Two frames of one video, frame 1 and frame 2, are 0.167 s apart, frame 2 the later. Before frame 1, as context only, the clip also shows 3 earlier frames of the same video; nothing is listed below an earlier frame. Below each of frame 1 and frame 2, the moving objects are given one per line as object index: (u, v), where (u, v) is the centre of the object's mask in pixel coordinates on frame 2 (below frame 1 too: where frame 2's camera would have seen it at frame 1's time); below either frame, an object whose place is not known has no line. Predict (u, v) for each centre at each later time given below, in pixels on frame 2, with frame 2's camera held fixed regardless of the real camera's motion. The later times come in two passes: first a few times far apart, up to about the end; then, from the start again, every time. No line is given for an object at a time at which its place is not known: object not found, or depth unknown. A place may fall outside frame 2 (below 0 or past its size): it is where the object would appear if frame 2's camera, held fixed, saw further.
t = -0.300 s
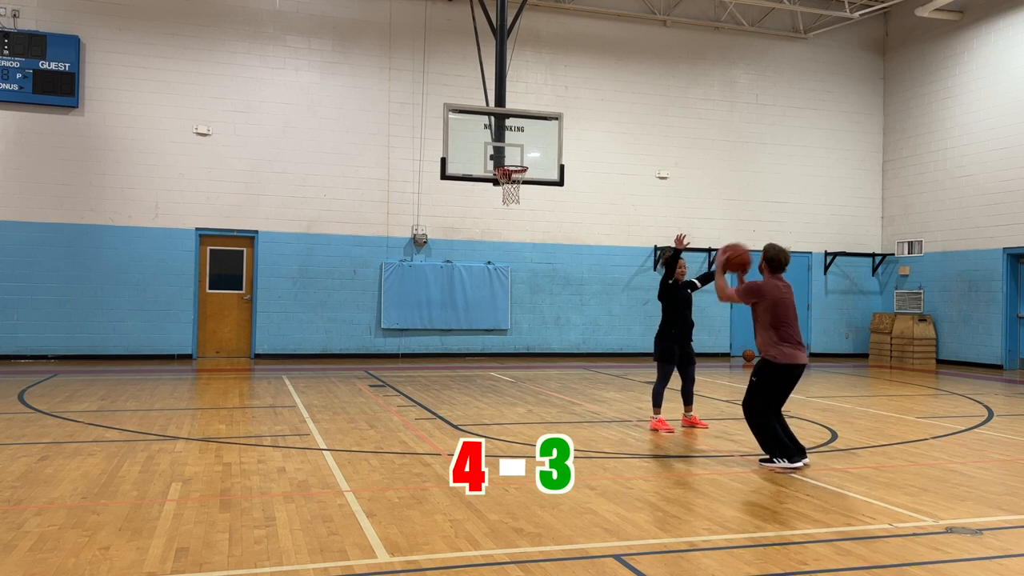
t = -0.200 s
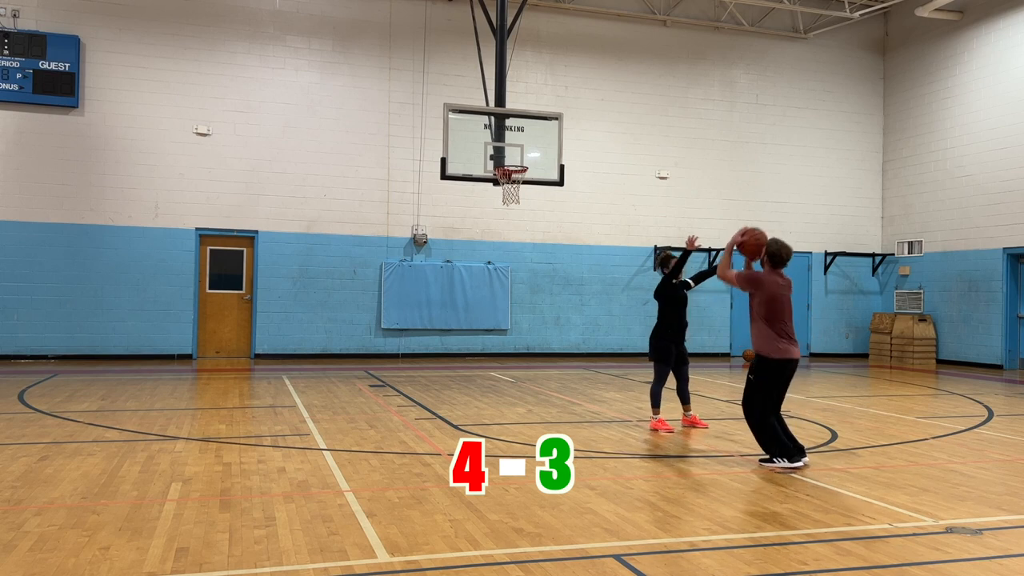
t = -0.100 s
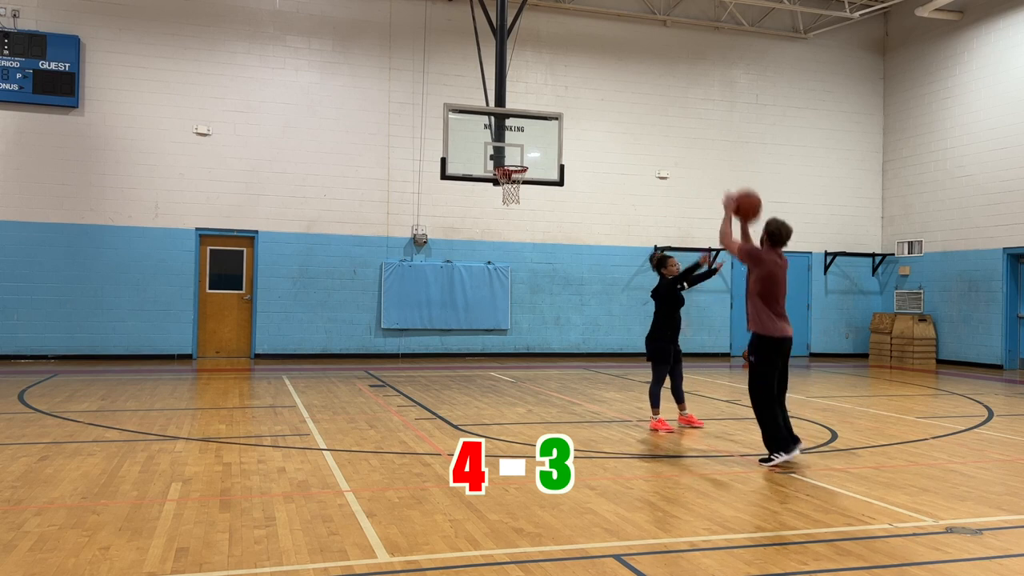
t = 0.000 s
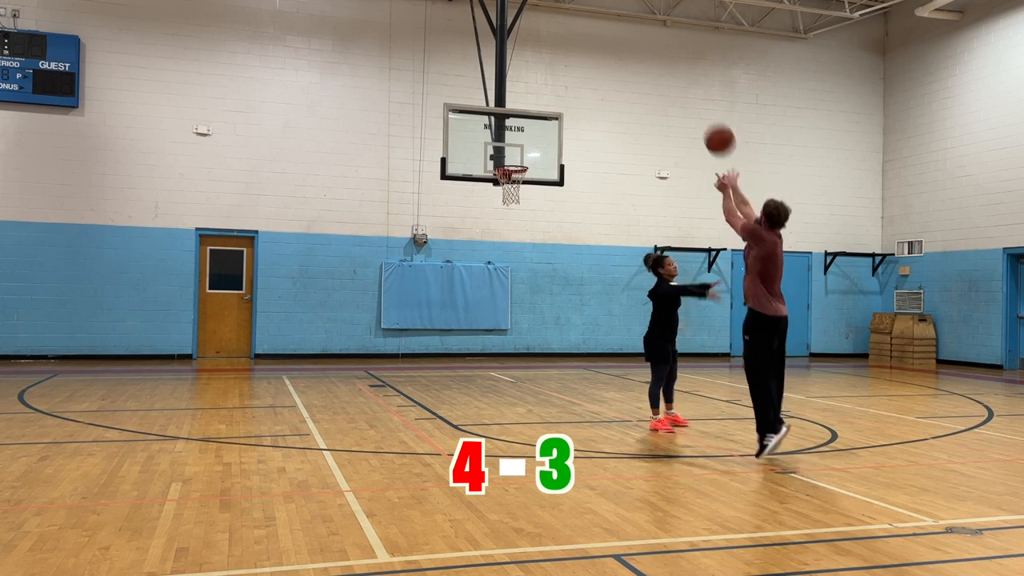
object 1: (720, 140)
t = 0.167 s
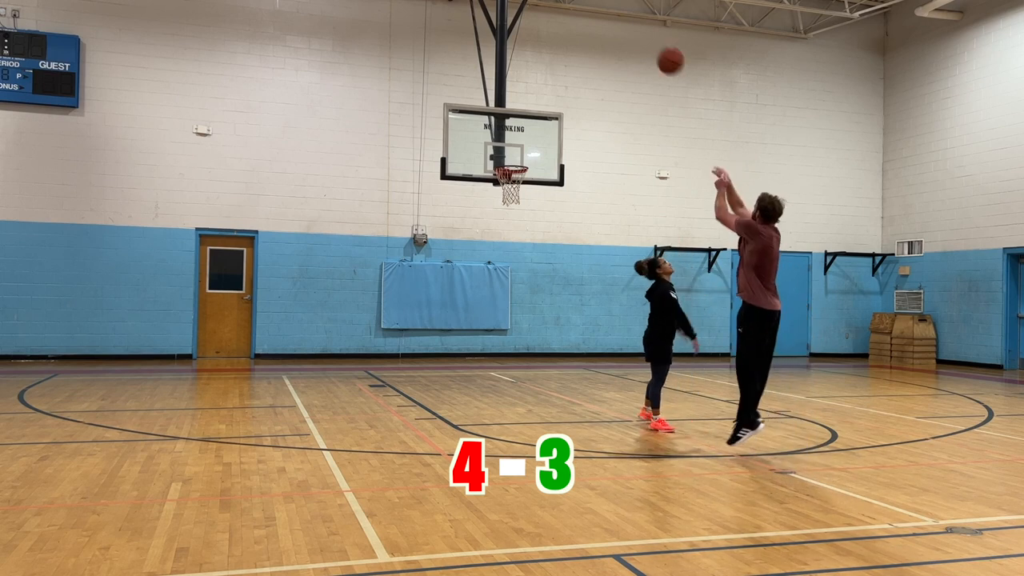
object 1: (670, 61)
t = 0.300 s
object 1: (637, 28)
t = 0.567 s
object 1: (585, 20)
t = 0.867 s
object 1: (540, 75)
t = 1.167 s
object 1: (509, 174)
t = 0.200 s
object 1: (662, 50)
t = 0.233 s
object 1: (653, 41)
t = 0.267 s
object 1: (645, 34)
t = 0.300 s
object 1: (637, 28)
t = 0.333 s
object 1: (630, 23)
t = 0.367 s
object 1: (623, 19)
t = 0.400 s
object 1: (616, 16)
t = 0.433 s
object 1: (609, 15)
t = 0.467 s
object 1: (603, 15)
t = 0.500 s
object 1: (596, 15)
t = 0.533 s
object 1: (590, 17)
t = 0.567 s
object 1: (585, 20)
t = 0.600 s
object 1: (579, 23)
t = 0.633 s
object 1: (574, 27)
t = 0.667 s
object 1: (568, 31)
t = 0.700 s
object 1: (564, 36)
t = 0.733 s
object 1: (558, 43)
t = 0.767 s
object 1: (554, 50)
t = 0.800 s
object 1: (549, 58)
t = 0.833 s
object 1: (544, 66)
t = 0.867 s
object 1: (540, 75)
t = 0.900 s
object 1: (535, 85)
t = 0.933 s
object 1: (531, 94)
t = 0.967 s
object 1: (527, 104)
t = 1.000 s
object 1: (523, 116)
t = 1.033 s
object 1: (519, 127)
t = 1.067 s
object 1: (515, 140)
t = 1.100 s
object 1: (512, 151)
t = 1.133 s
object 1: (508, 161)
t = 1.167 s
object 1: (509, 174)
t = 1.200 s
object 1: (511, 186)
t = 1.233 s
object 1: (513, 195)
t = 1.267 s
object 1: (517, 205)
